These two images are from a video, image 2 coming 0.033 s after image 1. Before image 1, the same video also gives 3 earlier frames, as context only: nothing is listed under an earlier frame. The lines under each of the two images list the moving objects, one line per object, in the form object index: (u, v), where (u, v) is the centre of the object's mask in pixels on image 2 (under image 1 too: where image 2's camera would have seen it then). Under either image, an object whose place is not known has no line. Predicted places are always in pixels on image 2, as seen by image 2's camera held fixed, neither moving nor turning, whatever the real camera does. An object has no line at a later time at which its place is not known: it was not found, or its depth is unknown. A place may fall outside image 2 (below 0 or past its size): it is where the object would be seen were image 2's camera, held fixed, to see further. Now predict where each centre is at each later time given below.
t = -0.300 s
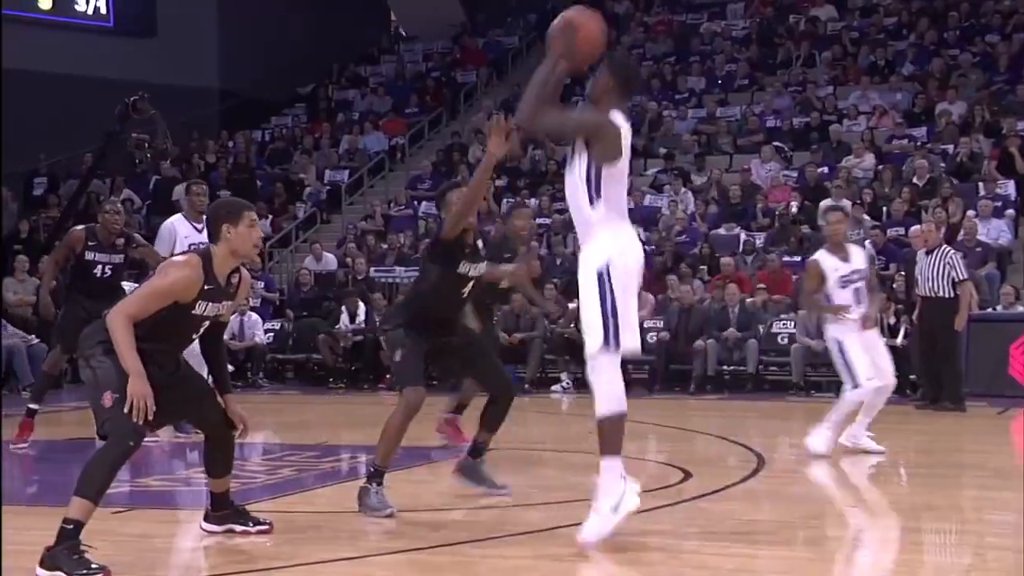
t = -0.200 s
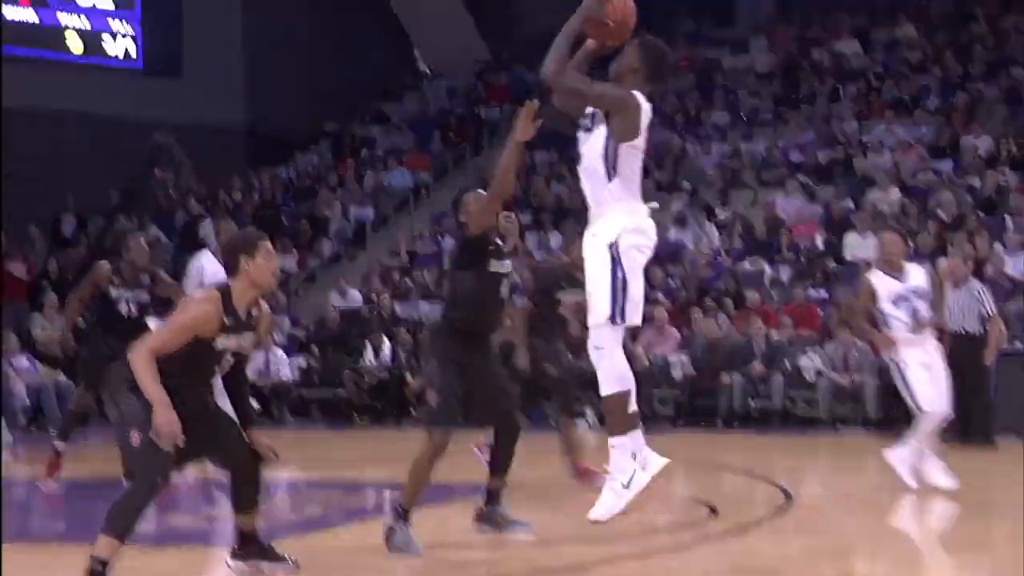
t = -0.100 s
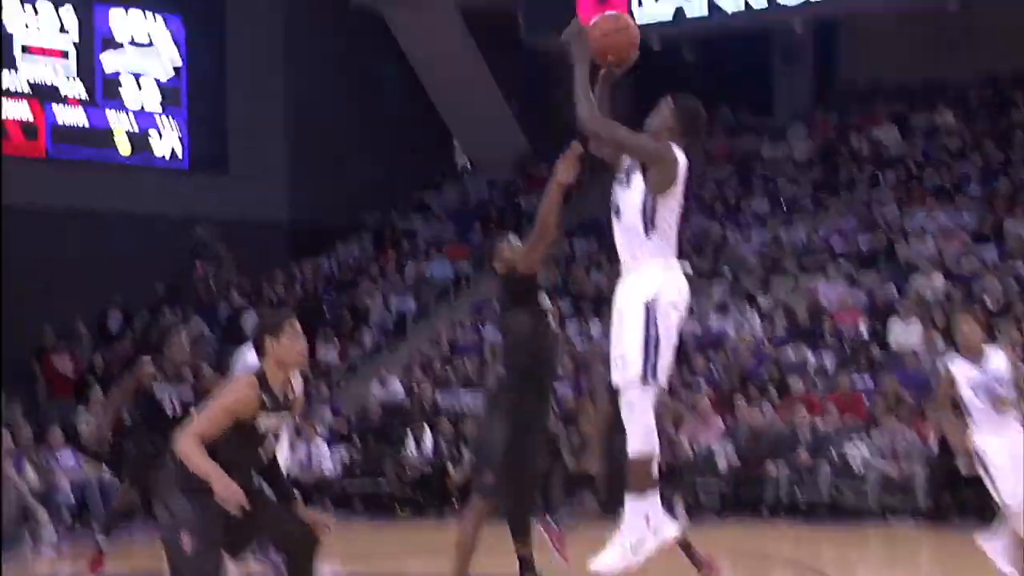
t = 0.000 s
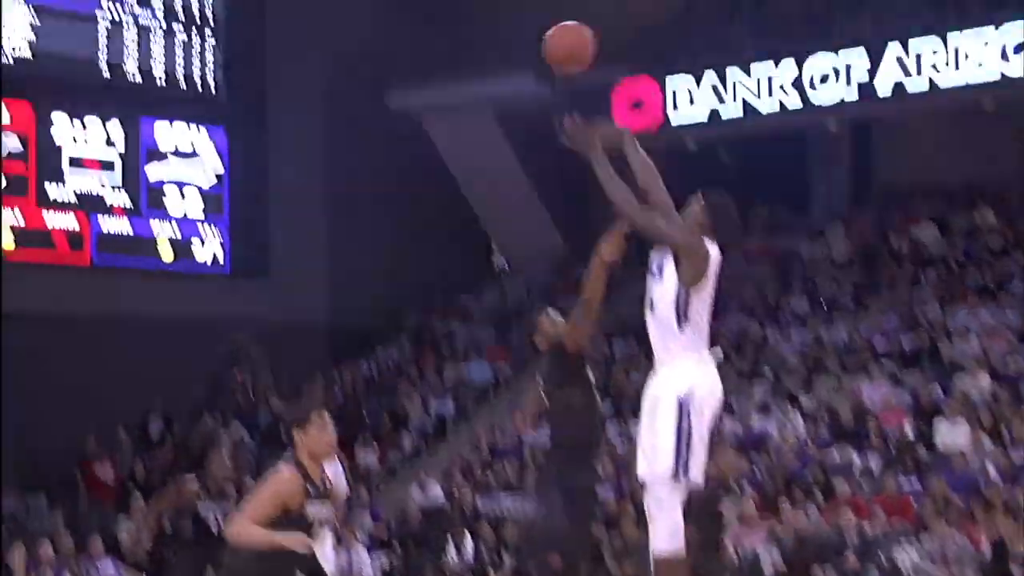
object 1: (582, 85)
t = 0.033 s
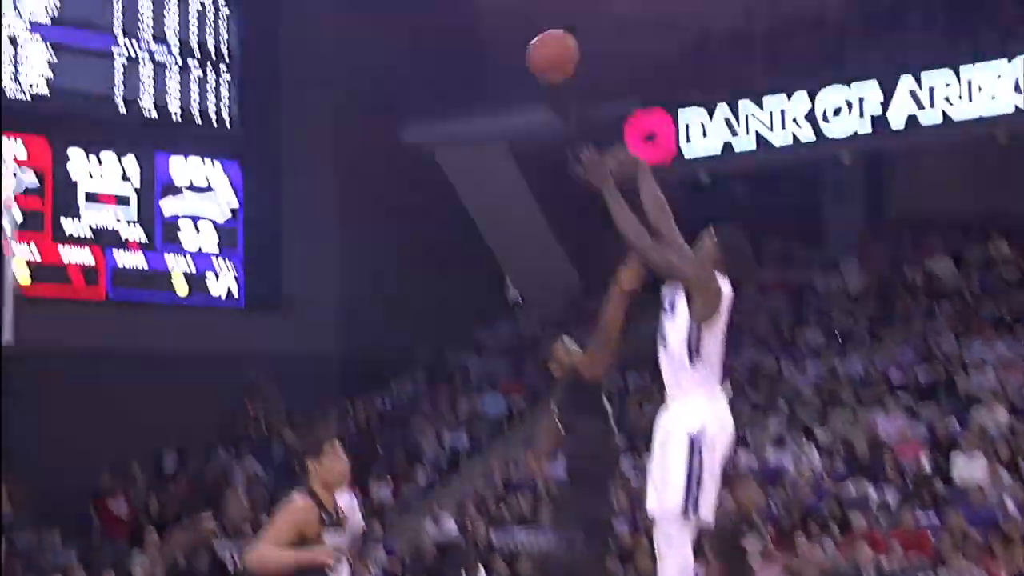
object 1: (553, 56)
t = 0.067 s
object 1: (525, 34)
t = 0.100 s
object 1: (498, 14)
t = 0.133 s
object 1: (472, -3)
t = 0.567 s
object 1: (207, -33)
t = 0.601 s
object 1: (189, -23)
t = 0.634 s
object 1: (174, -11)
